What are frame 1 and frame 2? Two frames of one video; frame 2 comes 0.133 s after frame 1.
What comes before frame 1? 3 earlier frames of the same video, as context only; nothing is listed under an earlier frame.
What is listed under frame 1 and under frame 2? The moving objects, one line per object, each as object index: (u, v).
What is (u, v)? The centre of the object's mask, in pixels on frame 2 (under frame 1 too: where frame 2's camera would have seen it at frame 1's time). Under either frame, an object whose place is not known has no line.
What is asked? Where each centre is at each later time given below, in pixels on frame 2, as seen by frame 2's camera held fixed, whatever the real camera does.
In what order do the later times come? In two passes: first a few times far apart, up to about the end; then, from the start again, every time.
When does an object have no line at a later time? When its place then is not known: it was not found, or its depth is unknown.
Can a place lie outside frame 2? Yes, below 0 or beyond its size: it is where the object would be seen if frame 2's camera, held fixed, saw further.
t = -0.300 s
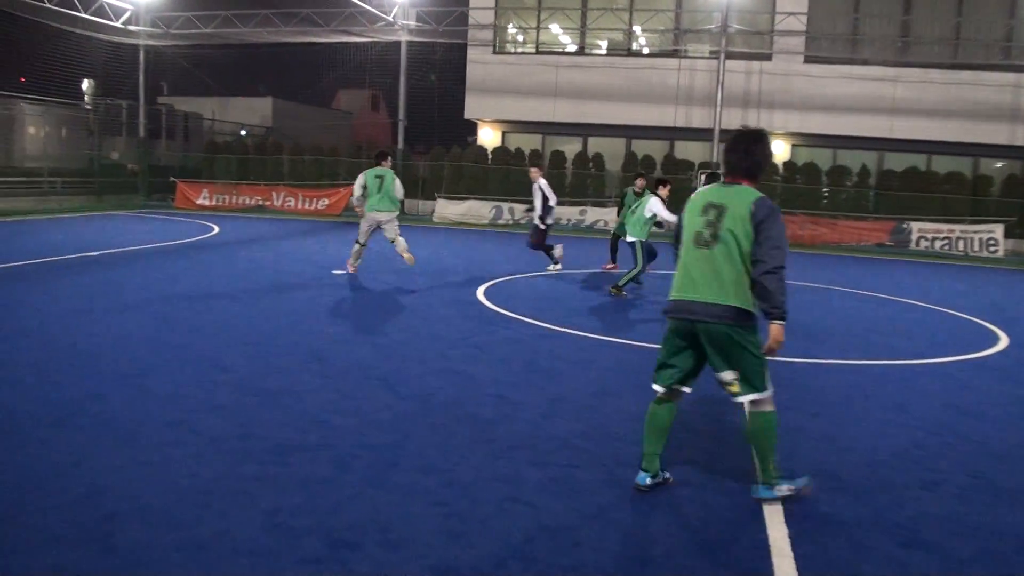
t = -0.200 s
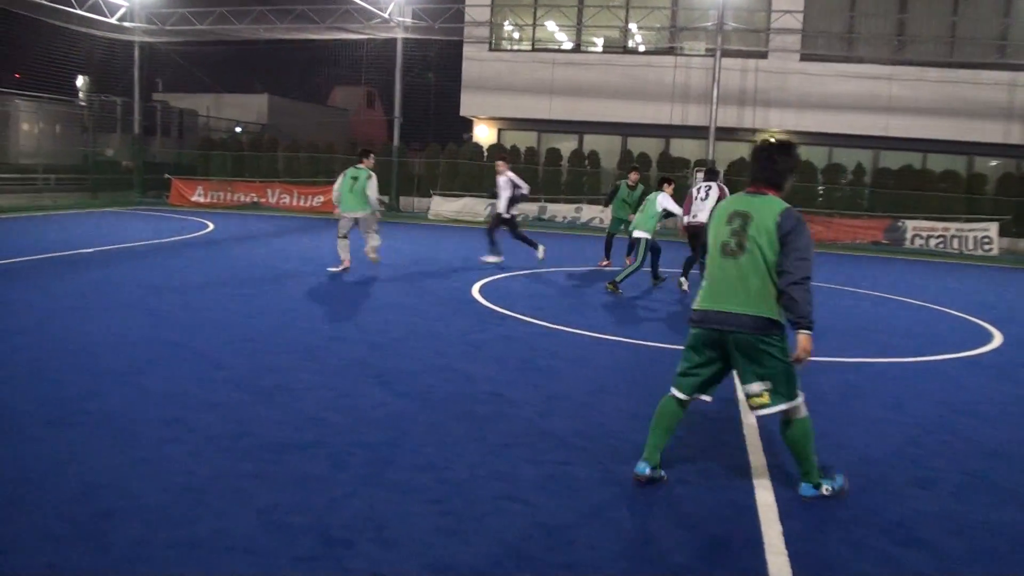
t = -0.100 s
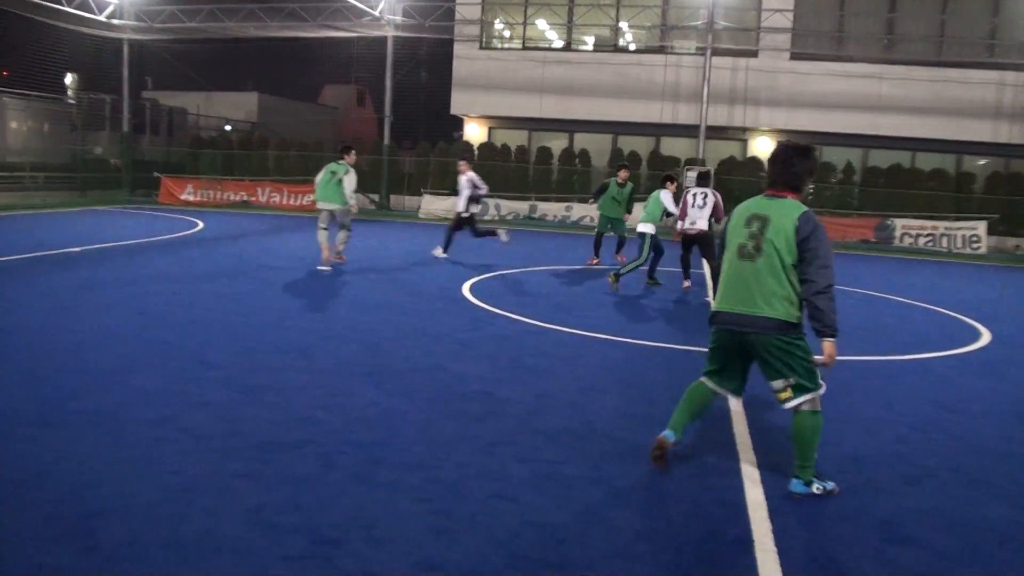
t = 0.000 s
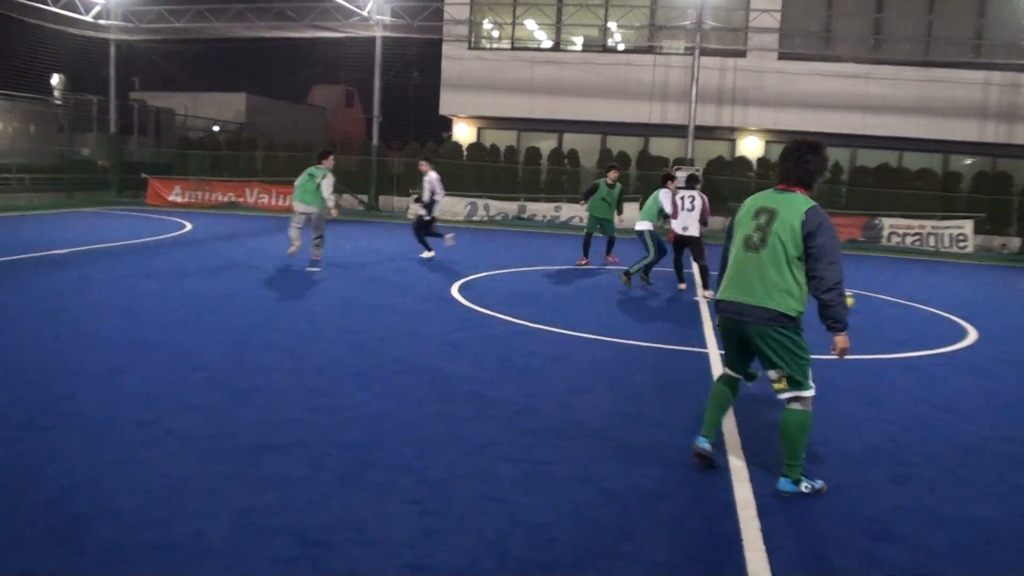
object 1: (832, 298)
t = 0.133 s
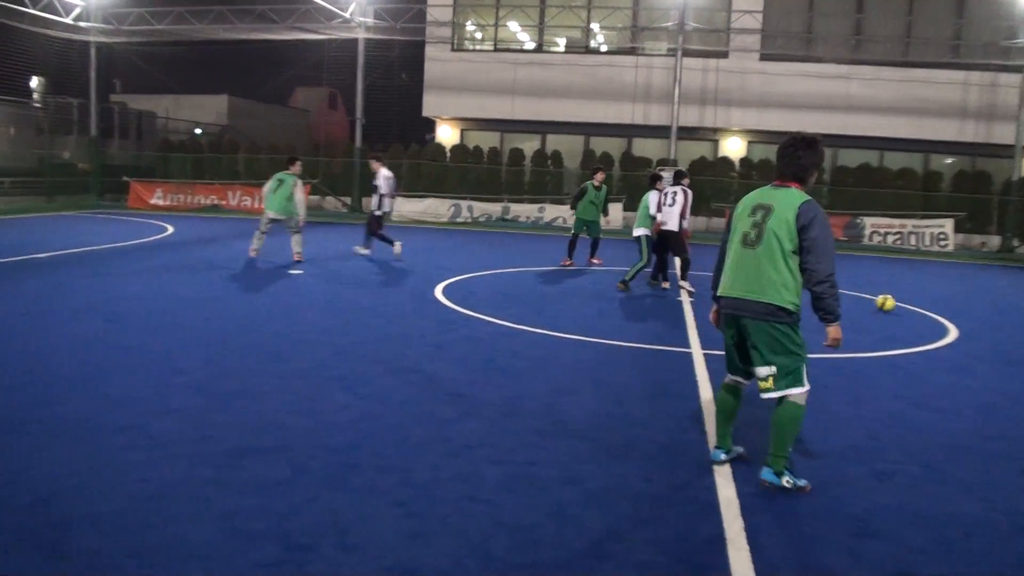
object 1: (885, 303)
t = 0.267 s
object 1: (939, 307)
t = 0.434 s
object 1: (1000, 311)
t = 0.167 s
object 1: (899, 304)
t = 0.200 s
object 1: (913, 305)
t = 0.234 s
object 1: (925, 306)
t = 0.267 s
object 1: (939, 307)
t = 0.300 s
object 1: (952, 307)
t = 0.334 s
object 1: (965, 308)
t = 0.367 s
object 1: (977, 309)
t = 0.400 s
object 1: (989, 309)
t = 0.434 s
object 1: (1000, 311)
